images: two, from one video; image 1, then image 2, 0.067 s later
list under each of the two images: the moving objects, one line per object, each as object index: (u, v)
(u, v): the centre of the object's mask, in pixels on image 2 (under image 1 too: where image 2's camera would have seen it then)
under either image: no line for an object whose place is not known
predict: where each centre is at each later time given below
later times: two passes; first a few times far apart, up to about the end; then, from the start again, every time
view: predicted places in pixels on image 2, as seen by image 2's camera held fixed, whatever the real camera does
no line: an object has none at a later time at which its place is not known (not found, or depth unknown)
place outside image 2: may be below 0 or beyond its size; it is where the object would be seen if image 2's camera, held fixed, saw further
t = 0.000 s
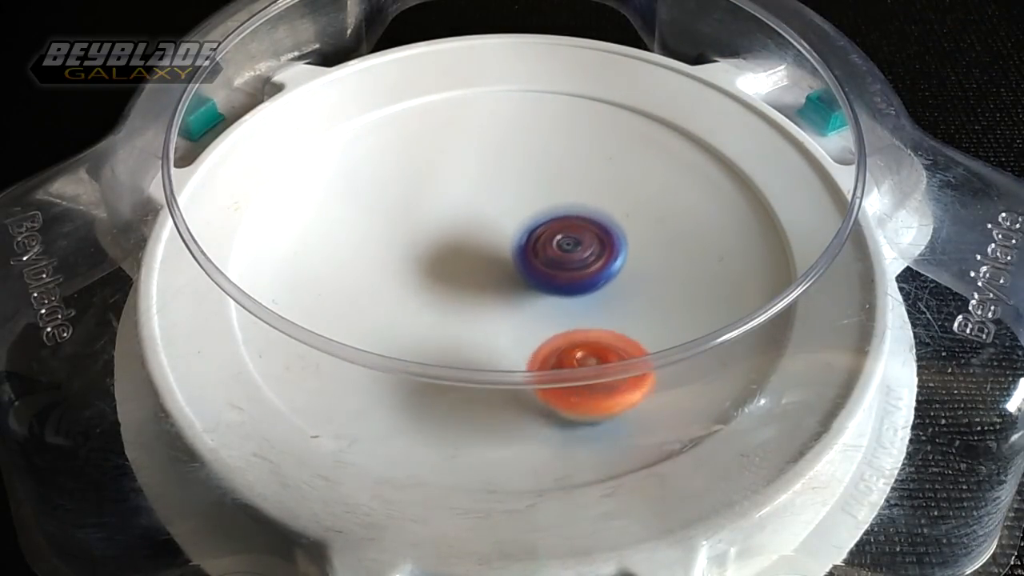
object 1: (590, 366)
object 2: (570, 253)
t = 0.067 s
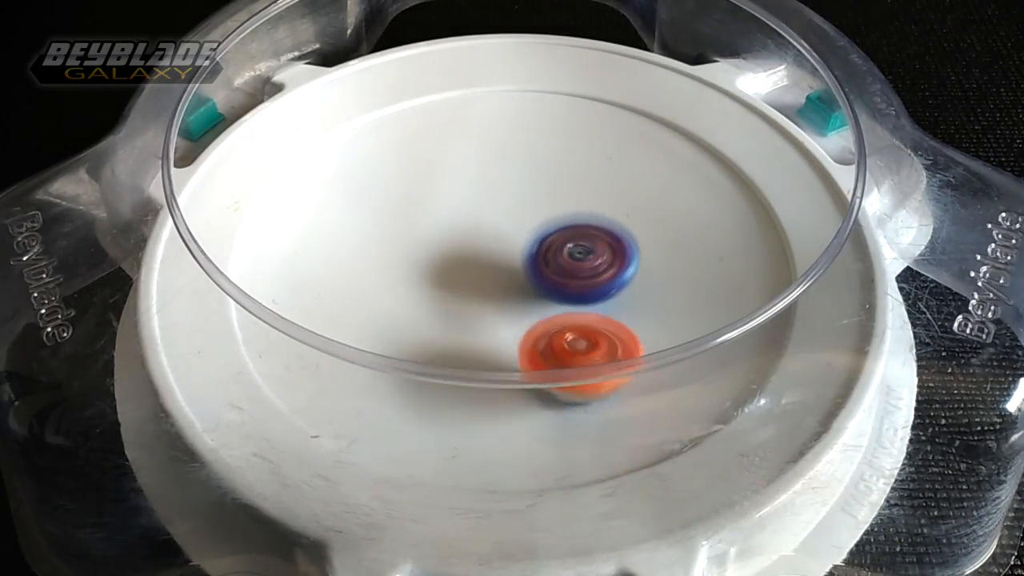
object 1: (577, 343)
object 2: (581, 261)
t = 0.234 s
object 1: (531, 322)
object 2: (590, 238)
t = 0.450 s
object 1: (444, 316)
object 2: (505, 245)
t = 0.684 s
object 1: (409, 315)
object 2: (544, 249)
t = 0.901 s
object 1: (407, 291)
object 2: (515, 212)
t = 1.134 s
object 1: (379, 275)
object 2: (538, 214)
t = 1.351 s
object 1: (387, 252)
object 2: (504, 197)
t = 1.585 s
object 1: (406, 236)
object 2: (600, 225)
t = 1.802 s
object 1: (444, 224)
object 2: (580, 148)
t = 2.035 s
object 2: (587, 134)
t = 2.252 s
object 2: (578, 177)
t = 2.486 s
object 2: (659, 242)
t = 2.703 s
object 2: (678, 209)
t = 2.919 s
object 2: (549, 276)
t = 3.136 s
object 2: (596, 365)
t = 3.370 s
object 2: (643, 288)
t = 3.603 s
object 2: (444, 255)
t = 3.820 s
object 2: (348, 318)
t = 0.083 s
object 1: (574, 341)
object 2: (586, 261)
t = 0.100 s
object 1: (570, 339)
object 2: (590, 260)
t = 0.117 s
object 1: (566, 337)
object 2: (593, 259)
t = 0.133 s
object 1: (563, 335)
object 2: (596, 257)
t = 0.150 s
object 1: (558, 334)
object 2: (598, 254)
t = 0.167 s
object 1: (554, 331)
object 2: (598, 251)
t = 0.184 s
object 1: (548, 329)
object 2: (598, 248)
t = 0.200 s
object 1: (543, 327)
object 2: (597, 245)
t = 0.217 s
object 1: (537, 324)
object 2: (594, 242)
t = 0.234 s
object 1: (531, 322)
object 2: (590, 238)
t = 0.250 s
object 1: (525, 319)
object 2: (583, 235)
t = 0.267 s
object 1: (519, 317)
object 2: (576, 234)
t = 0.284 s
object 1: (514, 314)
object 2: (567, 233)
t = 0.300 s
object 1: (507, 312)
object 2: (558, 234)
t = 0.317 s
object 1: (500, 310)
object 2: (549, 235)
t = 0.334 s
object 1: (489, 312)
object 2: (542, 234)
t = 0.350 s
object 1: (478, 314)
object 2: (537, 233)
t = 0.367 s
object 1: (469, 315)
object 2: (532, 233)
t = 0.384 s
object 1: (462, 315)
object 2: (526, 234)
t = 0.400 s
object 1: (456, 314)
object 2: (520, 236)
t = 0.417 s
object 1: (452, 314)
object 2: (514, 238)
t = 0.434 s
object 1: (449, 314)
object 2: (509, 242)
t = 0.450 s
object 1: (444, 316)
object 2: (505, 245)
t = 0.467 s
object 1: (437, 318)
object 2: (504, 245)
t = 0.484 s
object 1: (430, 319)
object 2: (505, 246)
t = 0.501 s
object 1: (425, 320)
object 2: (506, 247)
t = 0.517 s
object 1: (422, 320)
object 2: (508, 248)
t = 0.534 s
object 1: (419, 320)
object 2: (510, 250)
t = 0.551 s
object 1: (417, 319)
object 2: (512, 251)
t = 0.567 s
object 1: (415, 319)
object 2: (516, 253)
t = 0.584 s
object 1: (413, 319)
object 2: (519, 254)
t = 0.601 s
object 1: (412, 318)
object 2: (523, 254)
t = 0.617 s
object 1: (412, 318)
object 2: (527, 255)
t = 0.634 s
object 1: (411, 317)
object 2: (531, 254)
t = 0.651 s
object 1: (410, 317)
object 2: (536, 253)
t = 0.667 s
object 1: (410, 316)
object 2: (540, 252)
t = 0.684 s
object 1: (409, 315)
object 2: (544, 249)
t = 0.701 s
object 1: (408, 314)
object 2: (547, 246)
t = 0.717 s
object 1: (408, 313)
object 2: (550, 243)
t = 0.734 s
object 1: (408, 311)
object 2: (551, 240)
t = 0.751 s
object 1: (407, 310)
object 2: (552, 236)
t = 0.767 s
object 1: (407, 308)
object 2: (551, 231)
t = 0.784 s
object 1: (406, 306)
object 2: (550, 228)
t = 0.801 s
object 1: (406, 304)
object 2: (547, 223)
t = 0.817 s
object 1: (406, 302)
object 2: (544, 220)
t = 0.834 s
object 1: (406, 300)
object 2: (539, 219)
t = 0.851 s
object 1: (406, 298)
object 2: (534, 216)
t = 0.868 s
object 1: (406, 296)
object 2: (528, 215)
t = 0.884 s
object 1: (407, 294)
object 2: (522, 212)
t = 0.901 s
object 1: (407, 291)
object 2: (515, 212)
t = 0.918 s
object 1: (408, 289)
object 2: (508, 214)
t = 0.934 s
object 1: (409, 286)
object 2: (502, 216)
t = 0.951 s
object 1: (410, 284)
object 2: (495, 220)
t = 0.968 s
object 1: (411, 281)
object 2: (489, 222)
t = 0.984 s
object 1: (405, 282)
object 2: (490, 224)
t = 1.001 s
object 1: (397, 284)
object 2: (495, 224)
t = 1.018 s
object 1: (391, 285)
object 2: (501, 224)
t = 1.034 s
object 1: (387, 284)
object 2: (506, 224)
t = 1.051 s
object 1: (385, 283)
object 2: (513, 223)
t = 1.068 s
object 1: (383, 282)
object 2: (518, 222)
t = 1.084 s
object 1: (382, 280)
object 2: (524, 221)
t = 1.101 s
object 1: (381, 278)
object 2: (530, 220)
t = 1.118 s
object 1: (380, 277)
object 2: (535, 217)
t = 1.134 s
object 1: (379, 275)
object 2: (538, 214)
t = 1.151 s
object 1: (378, 274)
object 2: (542, 210)
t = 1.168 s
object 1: (378, 272)
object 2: (543, 207)
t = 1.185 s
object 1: (378, 270)
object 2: (544, 202)
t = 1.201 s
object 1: (378, 268)
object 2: (544, 198)
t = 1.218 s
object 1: (378, 267)
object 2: (542, 195)
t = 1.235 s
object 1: (378, 265)
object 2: (539, 191)
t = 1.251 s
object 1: (379, 263)
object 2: (535, 191)
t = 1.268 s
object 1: (380, 261)
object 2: (531, 189)
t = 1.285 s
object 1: (381, 259)
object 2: (526, 189)
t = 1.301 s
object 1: (382, 258)
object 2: (521, 190)
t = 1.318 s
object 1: (384, 256)
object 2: (515, 191)
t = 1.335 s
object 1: (385, 254)
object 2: (509, 193)
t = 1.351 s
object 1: (387, 252)
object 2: (504, 197)
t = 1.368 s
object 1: (389, 251)
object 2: (499, 200)
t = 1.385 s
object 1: (391, 248)
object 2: (496, 207)
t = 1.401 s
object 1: (392, 247)
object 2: (494, 213)
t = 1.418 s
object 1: (391, 246)
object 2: (497, 218)
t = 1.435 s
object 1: (389, 245)
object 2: (504, 224)
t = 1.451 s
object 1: (389, 243)
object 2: (513, 228)
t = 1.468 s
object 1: (390, 242)
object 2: (522, 232)
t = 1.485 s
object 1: (392, 241)
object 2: (533, 235)
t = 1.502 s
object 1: (394, 240)
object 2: (545, 237)
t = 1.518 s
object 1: (396, 239)
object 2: (557, 237)
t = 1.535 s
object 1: (399, 239)
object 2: (569, 237)
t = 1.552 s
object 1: (401, 238)
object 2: (581, 235)
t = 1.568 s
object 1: (404, 237)
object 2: (591, 231)
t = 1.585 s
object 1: (406, 236)
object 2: (600, 225)
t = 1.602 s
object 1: (409, 235)
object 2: (609, 221)
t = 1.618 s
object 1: (412, 234)
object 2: (616, 215)
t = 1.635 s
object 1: (415, 233)
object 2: (621, 209)
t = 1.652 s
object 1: (418, 232)
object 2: (625, 200)
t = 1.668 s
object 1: (421, 231)
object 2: (628, 194)
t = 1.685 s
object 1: (424, 231)
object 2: (628, 184)
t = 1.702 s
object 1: (427, 230)
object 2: (627, 177)
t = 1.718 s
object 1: (430, 229)
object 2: (623, 169)
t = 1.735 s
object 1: (433, 228)
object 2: (618, 164)
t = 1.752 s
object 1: (436, 227)
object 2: (611, 157)
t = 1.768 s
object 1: (439, 226)
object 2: (603, 153)
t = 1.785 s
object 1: (442, 225)
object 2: (592, 150)
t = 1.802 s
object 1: (444, 224)
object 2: (580, 148)
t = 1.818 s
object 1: (448, 224)
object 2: (568, 148)
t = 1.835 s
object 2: (555, 148)
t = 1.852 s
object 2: (541, 151)
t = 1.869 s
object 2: (528, 157)
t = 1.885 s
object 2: (525, 158)
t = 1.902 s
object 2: (534, 146)
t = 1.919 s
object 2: (544, 138)
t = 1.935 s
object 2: (553, 136)
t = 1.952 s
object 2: (563, 135)
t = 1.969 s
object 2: (570, 130)
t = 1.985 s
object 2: (576, 129)
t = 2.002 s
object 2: (582, 133)
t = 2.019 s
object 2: (585, 132)
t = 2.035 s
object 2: (587, 134)
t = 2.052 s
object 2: (589, 135)
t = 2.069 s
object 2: (589, 136)
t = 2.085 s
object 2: (588, 137)
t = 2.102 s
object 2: (587, 138)
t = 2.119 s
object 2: (586, 140)
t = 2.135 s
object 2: (584, 142)
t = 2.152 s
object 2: (582, 145)
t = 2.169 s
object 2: (580, 150)
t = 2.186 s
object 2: (579, 154)
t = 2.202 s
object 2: (578, 158)
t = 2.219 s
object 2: (577, 164)
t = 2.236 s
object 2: (577, 170)
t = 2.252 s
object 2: (578, 177)
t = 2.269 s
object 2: (580, 183)
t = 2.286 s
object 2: (583, 190)
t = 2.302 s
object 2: (586, 197)
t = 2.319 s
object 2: (589, 204)
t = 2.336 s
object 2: (594, 210)
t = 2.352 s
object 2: (599, 215)
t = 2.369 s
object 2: (606, 221)
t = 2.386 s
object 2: (612, 226)
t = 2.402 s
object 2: (620, 230)
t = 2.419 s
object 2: (627, 234)
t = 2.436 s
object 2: (635, 237)
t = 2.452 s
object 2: (643, 239)
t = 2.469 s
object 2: (651, 241)
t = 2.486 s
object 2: (659, 242)
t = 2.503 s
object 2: (667, 242)
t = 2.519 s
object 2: (675, 242)
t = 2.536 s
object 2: (682, 240)
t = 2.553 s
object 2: (688, 237)
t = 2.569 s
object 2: (693, 234)
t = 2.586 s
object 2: (697, 230)
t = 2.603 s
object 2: (699, 226)
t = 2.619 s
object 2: (700, 223)
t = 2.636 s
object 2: (699, 219)
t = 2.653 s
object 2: (697, 216)
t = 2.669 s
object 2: (693, 214)
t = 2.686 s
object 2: (686, 210)
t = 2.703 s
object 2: (678, 209)
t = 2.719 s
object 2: (669, 208)
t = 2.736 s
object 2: (659, 208)
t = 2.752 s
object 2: (646, 210)
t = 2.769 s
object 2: (635, 214)
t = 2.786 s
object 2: (623, 218)
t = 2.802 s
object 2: (611, 222)
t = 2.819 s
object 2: (600, 229)
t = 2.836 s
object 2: (589, 234)
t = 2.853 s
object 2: (579, 242)
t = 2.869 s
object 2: (570, 250)
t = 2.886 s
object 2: (562, 260)
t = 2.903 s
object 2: (555, 267)
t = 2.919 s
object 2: (549, 276)
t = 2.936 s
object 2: (545, 287)
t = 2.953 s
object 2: (542, 295)
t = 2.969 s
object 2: (540, 306)
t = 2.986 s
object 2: (540, 314)
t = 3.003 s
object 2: (541, 324)
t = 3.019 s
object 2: (544, 331)
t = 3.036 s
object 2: (547, 336)
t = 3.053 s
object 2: (553, 340)
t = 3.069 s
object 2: (559, 343)
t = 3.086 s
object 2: (566, 357)
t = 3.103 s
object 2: (575, 363)
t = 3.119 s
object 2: (585, 366)
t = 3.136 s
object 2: (596, 365)
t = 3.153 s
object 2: (608, 381)
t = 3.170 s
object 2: (620, 379)
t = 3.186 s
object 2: (631, 377)
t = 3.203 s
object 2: (642, 373)
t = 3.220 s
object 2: (653, 371)
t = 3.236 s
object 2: (656, 352)
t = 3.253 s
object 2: (663, 348)
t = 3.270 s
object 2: (667, 339)
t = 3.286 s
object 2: (662, 321)
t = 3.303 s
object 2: (664, 317)
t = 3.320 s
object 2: (662, 311)
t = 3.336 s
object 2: (659, 306)
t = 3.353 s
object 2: (652, 298)
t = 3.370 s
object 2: (643, 288)
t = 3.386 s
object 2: (631, 280)
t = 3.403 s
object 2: (619, 273)
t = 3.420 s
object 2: (605, 267)
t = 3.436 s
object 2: (592, 264)
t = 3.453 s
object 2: (578, 259)
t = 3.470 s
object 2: (564, 256)
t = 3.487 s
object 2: (547, 253)
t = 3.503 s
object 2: (533, 252)
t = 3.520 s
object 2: (517, 251)
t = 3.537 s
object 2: (501, 250)
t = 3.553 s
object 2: (486, 251)
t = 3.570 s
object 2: (472, 252)
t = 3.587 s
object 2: (458, 254)
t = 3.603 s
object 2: (444, 255)
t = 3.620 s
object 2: (430, 257)
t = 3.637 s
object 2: (416, 261)
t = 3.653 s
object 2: (404, 265)
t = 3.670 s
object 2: (393, 268)
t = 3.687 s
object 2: (382, 273)
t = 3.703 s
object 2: (372, 279)
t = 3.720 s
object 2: (363, 285)
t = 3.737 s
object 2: (356, 291)
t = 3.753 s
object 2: (349, 298)
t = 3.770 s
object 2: (345, 303)
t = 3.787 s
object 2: (345, 308)
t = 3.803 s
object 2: (345, 313)
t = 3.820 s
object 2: (348, 318)
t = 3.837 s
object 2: (345, 335)
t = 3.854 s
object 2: (350, 344)
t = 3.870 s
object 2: (357, 351)
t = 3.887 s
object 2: (363, 367)
